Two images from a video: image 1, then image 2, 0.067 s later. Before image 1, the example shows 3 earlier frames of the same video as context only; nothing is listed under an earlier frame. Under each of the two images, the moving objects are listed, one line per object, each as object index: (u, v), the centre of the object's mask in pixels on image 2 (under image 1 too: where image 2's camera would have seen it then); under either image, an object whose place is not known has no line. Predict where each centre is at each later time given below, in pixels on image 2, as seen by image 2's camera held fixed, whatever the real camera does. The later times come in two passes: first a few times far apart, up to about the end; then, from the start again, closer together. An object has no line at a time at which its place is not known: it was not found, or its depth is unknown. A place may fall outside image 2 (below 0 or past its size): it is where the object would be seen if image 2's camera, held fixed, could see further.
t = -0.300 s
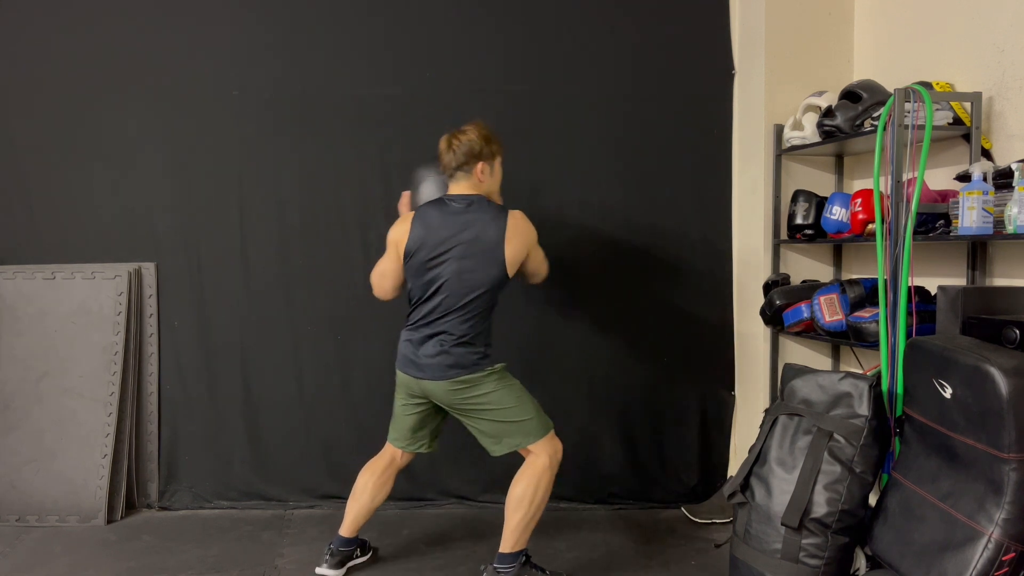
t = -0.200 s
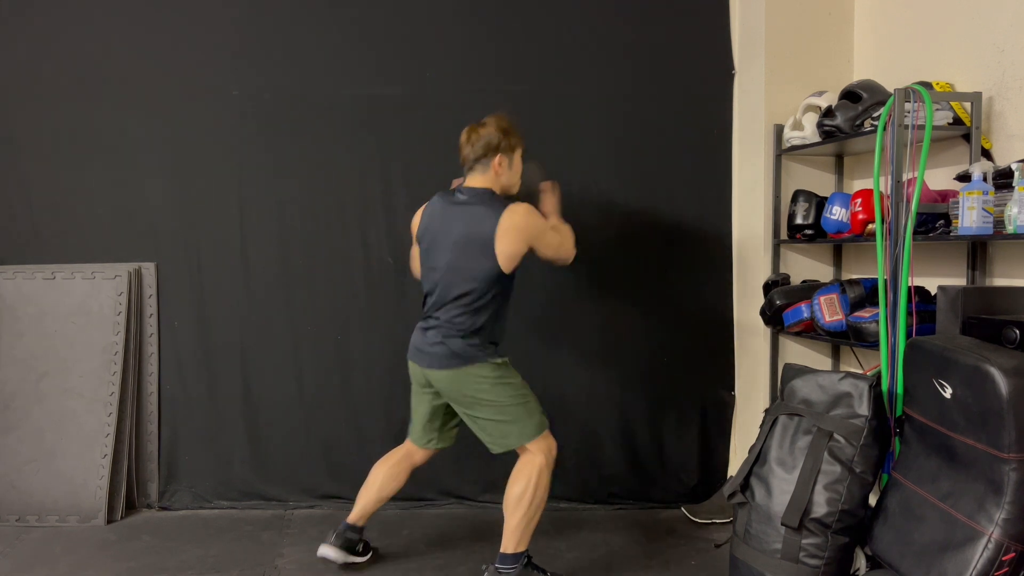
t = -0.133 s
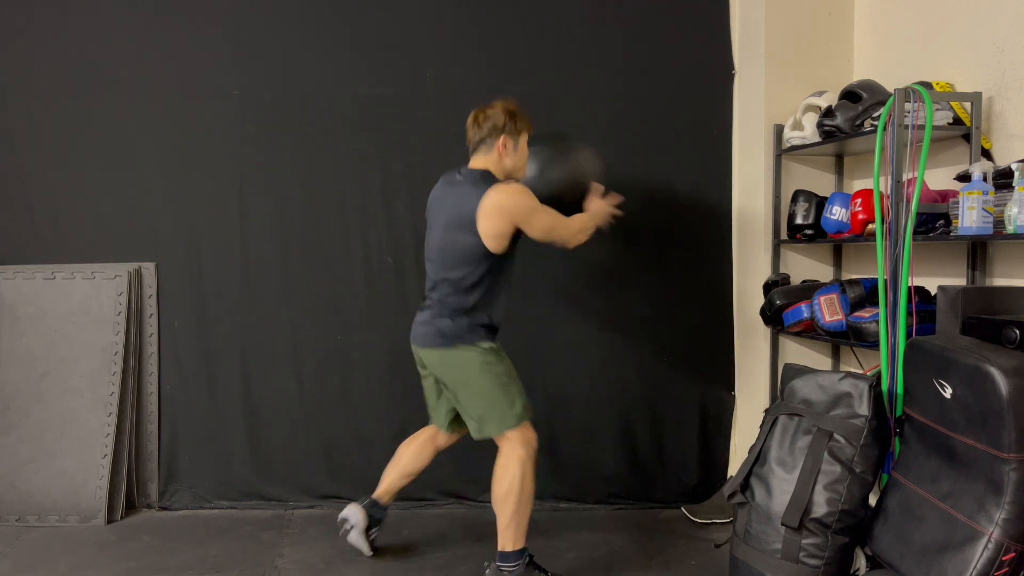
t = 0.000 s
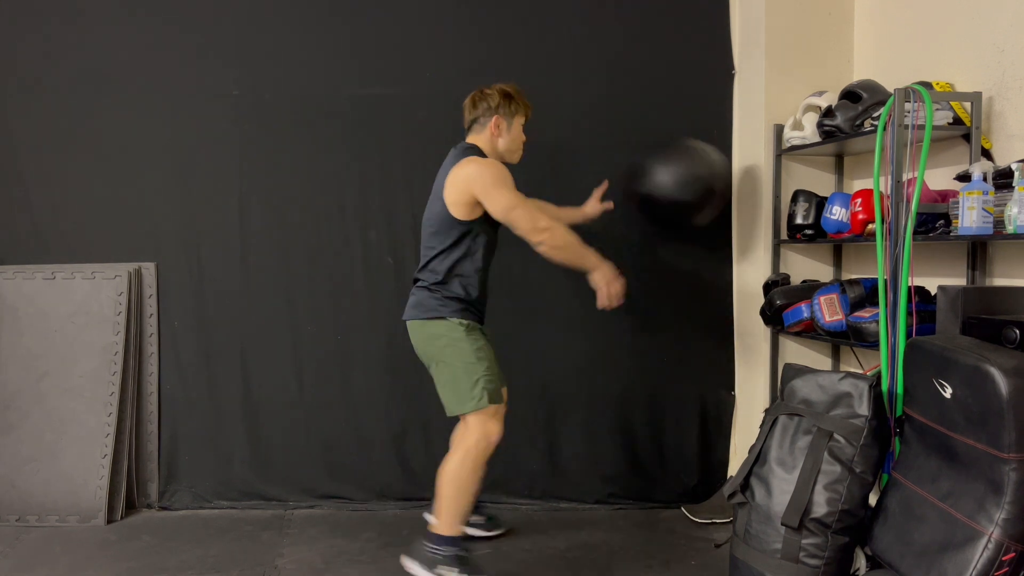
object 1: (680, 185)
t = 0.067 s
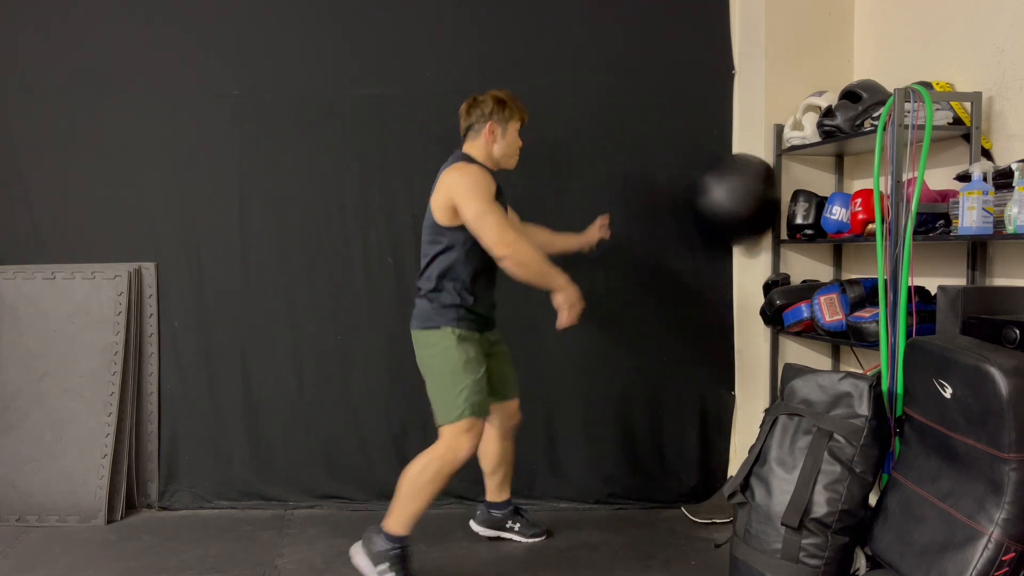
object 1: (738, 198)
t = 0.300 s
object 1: (702, 313)
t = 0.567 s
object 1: (646, 518)
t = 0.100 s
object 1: (737, 209)
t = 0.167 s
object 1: (727, 233)
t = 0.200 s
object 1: (719, 250)
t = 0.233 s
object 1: (714, 266)
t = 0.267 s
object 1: (709, 287)
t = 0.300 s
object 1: (702, 313)
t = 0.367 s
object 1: (688, 374)
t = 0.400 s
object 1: (681, 413)
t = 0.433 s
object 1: (676, 454)
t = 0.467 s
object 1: (668, 499)
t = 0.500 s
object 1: (663, 535)
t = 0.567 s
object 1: (646, 518)
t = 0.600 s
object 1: (637, 506)
